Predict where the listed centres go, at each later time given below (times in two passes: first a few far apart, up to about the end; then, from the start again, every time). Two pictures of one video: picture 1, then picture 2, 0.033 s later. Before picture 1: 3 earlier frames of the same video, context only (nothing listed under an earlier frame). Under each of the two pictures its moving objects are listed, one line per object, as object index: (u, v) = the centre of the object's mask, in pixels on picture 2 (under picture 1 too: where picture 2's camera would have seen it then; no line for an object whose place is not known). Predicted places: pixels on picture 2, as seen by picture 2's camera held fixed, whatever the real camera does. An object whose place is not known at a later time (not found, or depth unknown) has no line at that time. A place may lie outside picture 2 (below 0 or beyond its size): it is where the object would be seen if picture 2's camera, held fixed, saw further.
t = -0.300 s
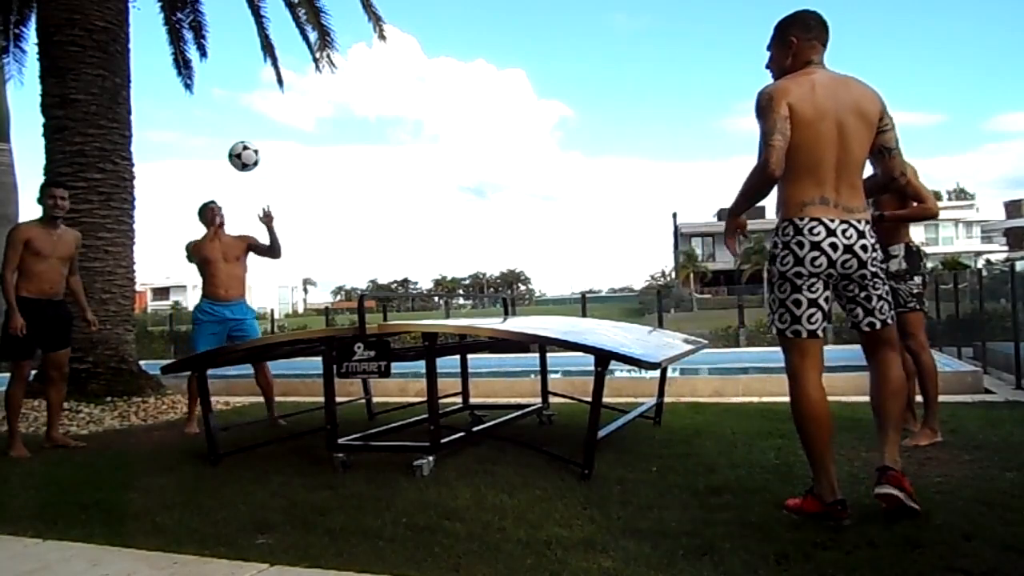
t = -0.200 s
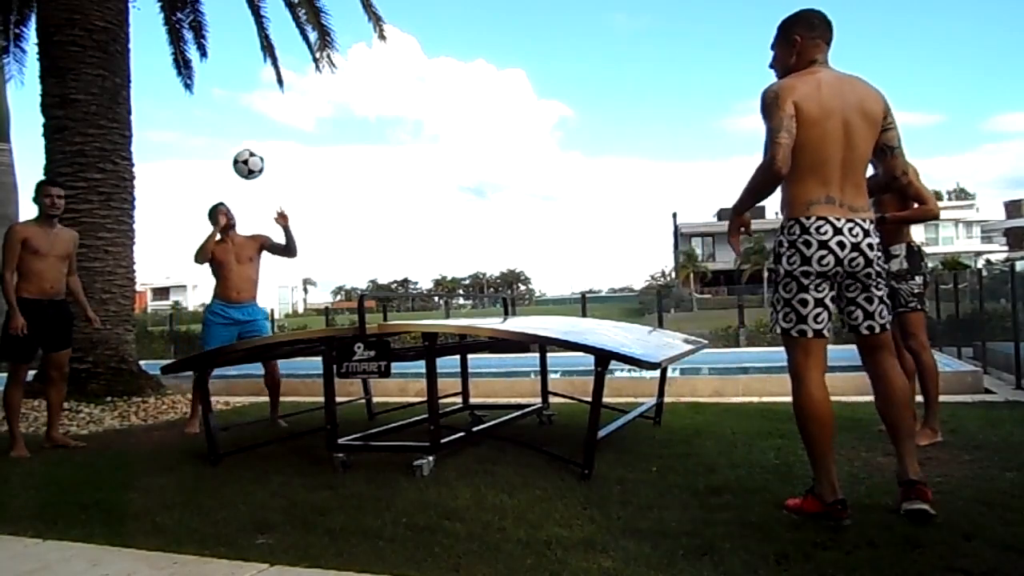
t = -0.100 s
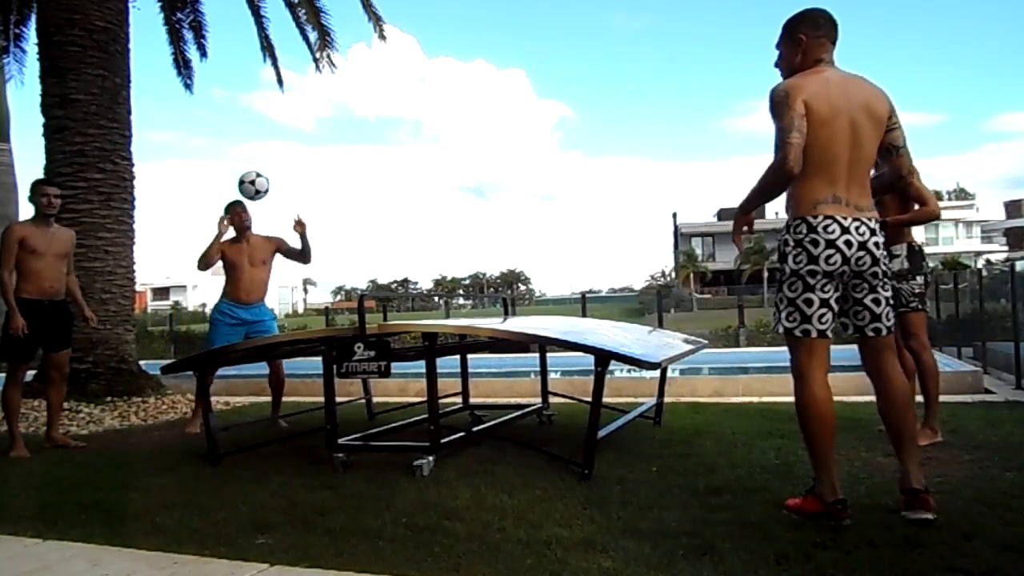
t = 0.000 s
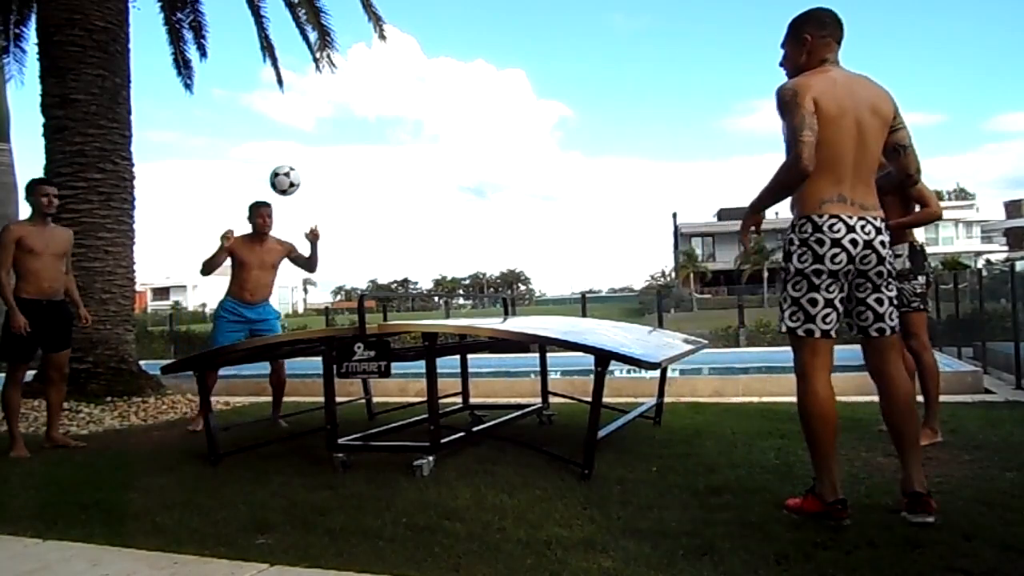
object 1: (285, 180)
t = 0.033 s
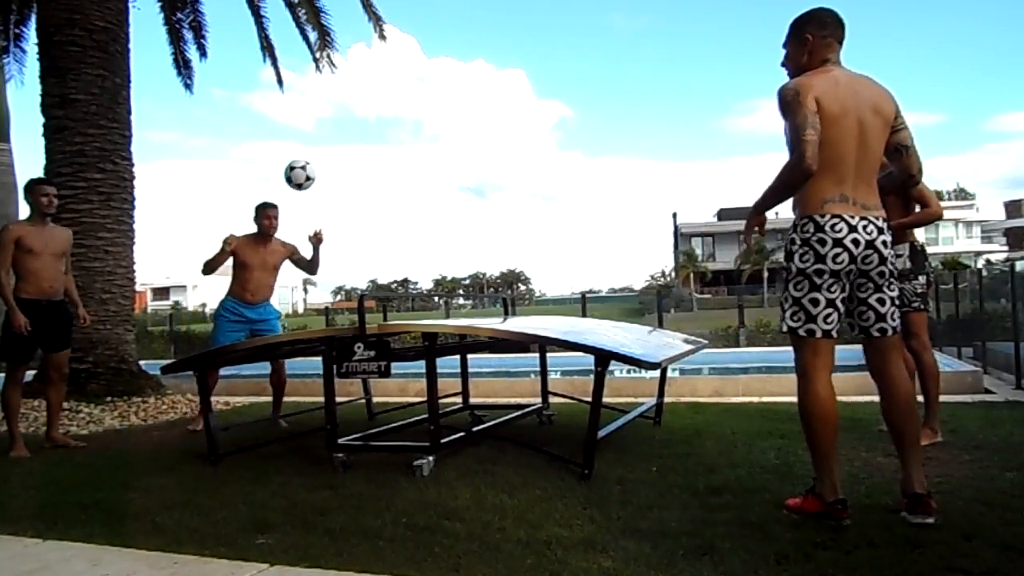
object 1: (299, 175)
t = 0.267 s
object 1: (417, 180)
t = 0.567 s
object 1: (594, 300)
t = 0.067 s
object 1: (314, 171)
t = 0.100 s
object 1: (330, 168)
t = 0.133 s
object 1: (347, 168)
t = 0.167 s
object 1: (364, 168)
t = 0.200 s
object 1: (381, 170)
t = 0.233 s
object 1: (399, 174)
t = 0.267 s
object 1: (417, 180)
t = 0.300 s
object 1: (435, 187)
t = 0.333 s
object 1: (454, 196)
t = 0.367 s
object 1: (472, 208)
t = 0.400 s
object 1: (491, 222)
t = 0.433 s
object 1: (511, 237)
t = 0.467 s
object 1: (532, 255)
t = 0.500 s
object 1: (554, 275)
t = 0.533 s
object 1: (575, 296)
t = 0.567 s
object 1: (594, 300)
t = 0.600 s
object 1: (609, 290)
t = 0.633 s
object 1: (624, 280)
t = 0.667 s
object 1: (642, 271)
